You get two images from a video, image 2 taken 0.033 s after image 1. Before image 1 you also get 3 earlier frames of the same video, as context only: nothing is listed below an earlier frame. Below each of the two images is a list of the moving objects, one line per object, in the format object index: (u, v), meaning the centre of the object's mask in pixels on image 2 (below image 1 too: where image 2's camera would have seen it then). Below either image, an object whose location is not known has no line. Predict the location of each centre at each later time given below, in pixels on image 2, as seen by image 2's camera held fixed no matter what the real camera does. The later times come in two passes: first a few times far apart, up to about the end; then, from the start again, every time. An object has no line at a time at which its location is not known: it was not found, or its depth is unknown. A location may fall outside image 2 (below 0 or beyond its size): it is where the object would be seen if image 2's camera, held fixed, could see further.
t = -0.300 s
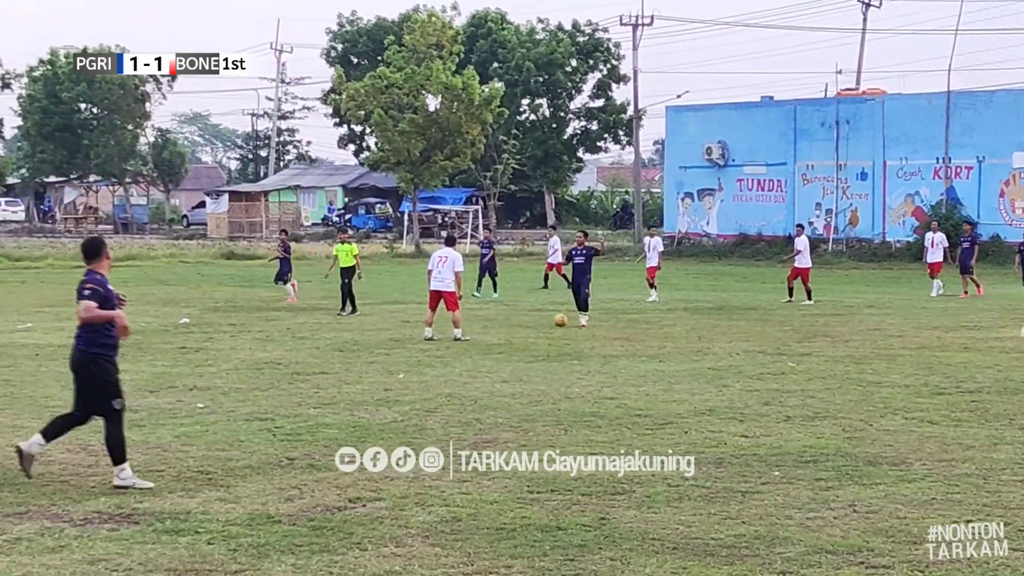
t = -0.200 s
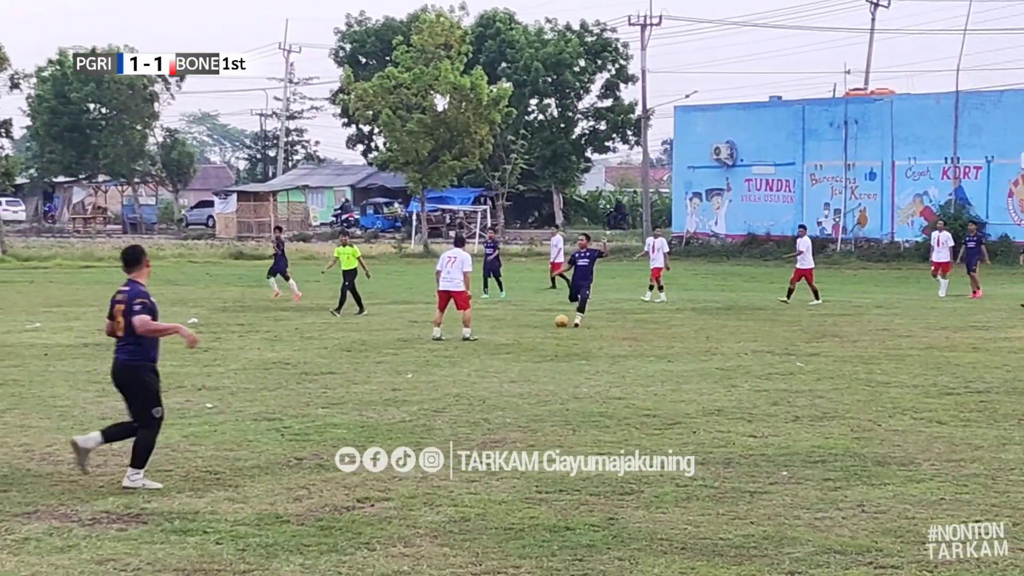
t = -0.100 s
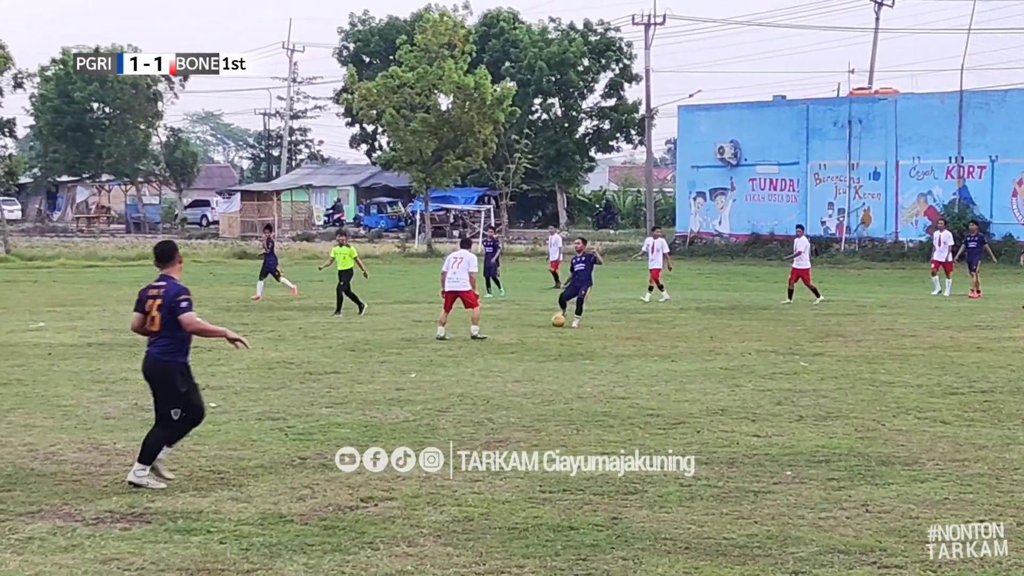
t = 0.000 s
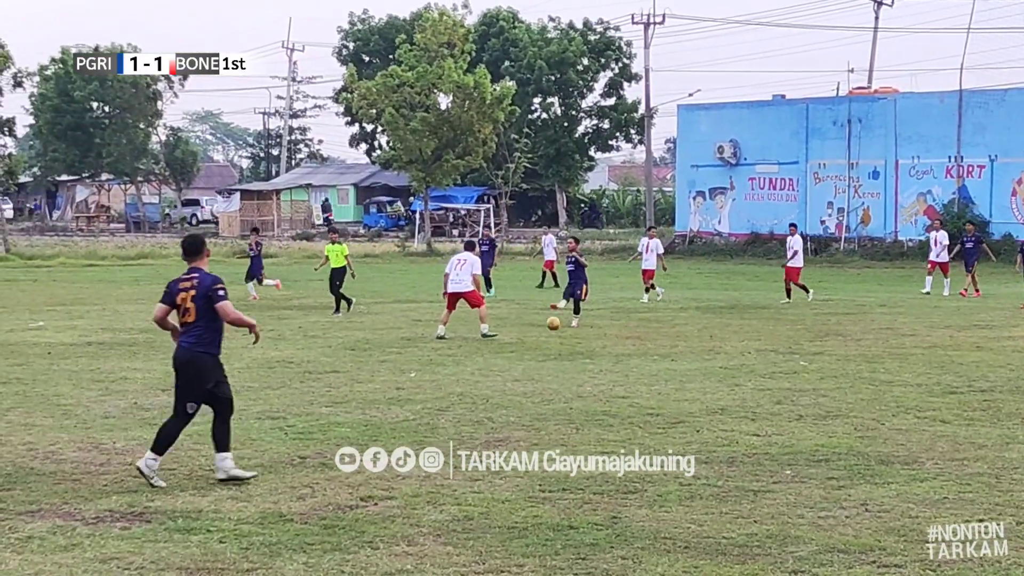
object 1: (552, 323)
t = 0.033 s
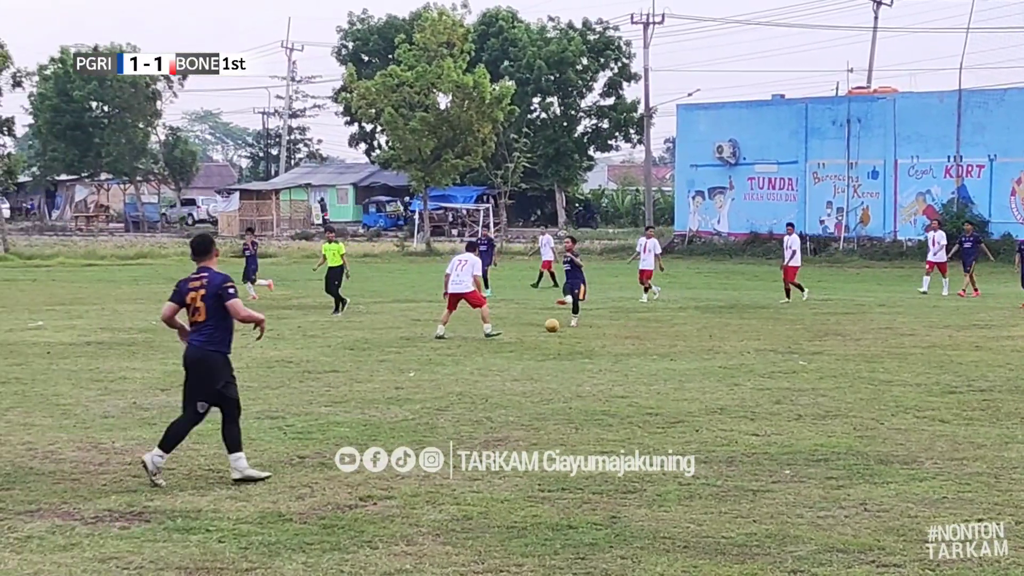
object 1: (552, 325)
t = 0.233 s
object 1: (551, 335)
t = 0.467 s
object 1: (558, 346)
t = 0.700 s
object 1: (566, 359)
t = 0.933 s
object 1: (572, 358)
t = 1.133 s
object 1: (579, 373)
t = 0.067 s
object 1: (551, 327)
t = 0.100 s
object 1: (551, 327)
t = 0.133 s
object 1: (551, 328)
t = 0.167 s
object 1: (551, 330)
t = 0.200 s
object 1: (552, 333)
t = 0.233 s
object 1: (551, 335)
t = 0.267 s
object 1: (553, 337)
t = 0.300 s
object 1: (553, 338)
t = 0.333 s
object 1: (553, 341)
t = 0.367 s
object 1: (554, 342)
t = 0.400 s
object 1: (555, 343)
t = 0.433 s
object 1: (556, 345)
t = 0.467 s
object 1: (558, 346)
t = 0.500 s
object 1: (559, 345)
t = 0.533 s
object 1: (560, 345)
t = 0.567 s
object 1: (561, 347)
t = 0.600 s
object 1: (562, 349)
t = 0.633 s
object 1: (563, 353)
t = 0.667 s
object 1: (565, 358)
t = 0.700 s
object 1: (566, 359)
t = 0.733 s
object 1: (567, 356)
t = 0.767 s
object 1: (567, 353)
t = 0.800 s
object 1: (568, 352)
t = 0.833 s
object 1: (569, 352)
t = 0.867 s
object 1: (570, 353)
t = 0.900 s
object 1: (571, 354)
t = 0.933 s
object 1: (572, 358)
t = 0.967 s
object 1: (573, 362)
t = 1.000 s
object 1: (574, 367)
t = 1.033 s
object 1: (575, 373)
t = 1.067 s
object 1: (577, 375)
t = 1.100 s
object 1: (578, 374)
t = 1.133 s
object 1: (579, 373)
